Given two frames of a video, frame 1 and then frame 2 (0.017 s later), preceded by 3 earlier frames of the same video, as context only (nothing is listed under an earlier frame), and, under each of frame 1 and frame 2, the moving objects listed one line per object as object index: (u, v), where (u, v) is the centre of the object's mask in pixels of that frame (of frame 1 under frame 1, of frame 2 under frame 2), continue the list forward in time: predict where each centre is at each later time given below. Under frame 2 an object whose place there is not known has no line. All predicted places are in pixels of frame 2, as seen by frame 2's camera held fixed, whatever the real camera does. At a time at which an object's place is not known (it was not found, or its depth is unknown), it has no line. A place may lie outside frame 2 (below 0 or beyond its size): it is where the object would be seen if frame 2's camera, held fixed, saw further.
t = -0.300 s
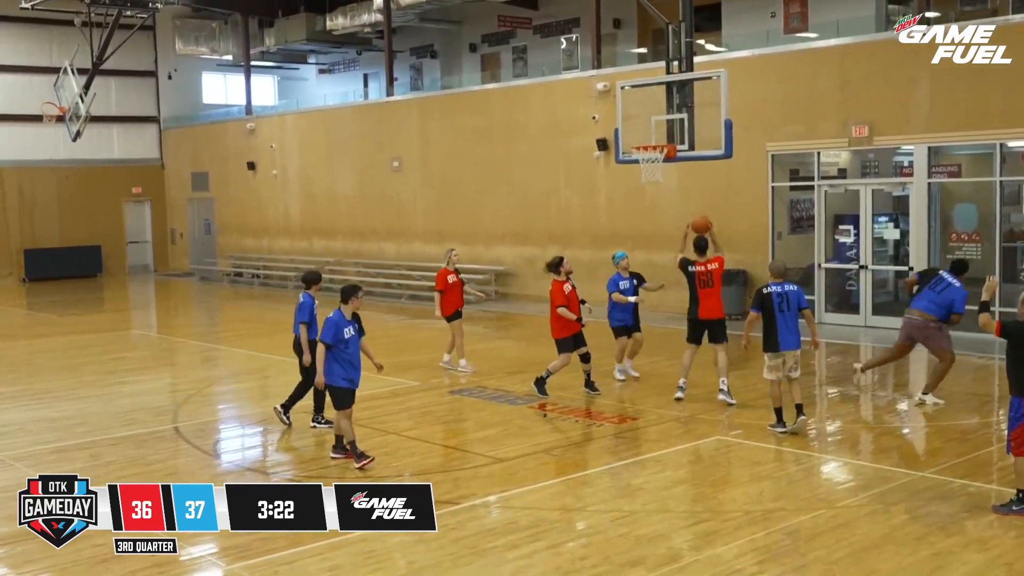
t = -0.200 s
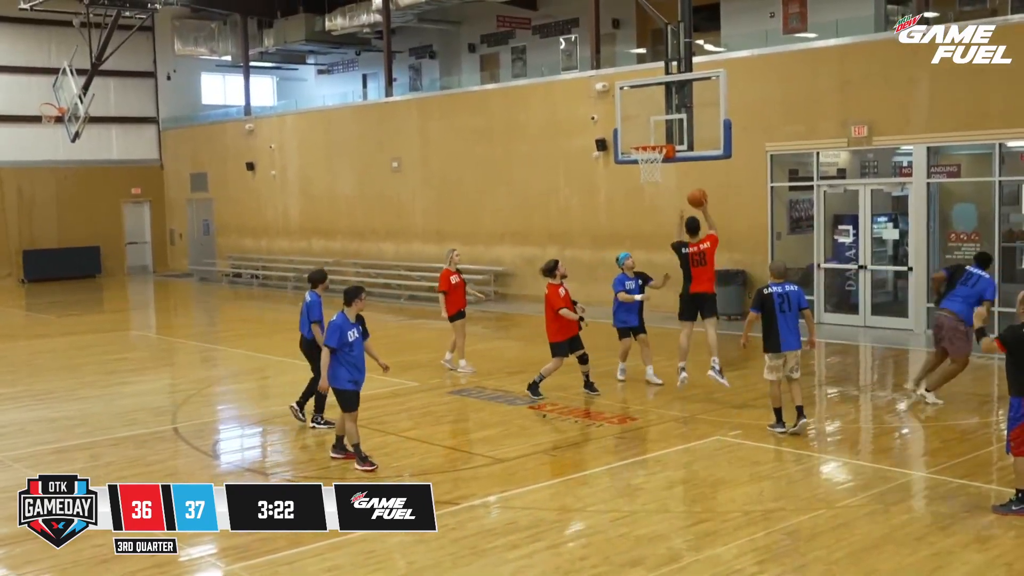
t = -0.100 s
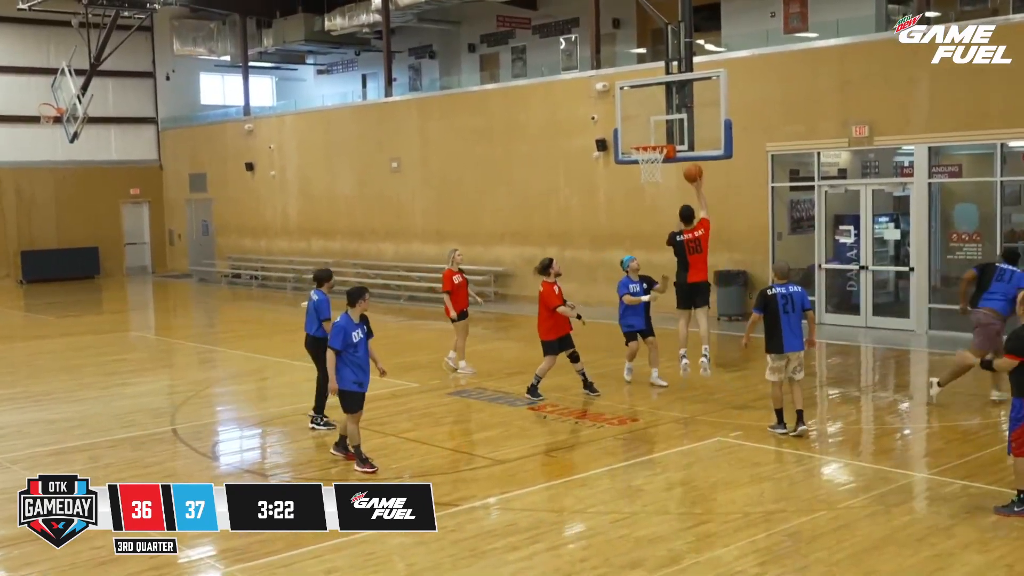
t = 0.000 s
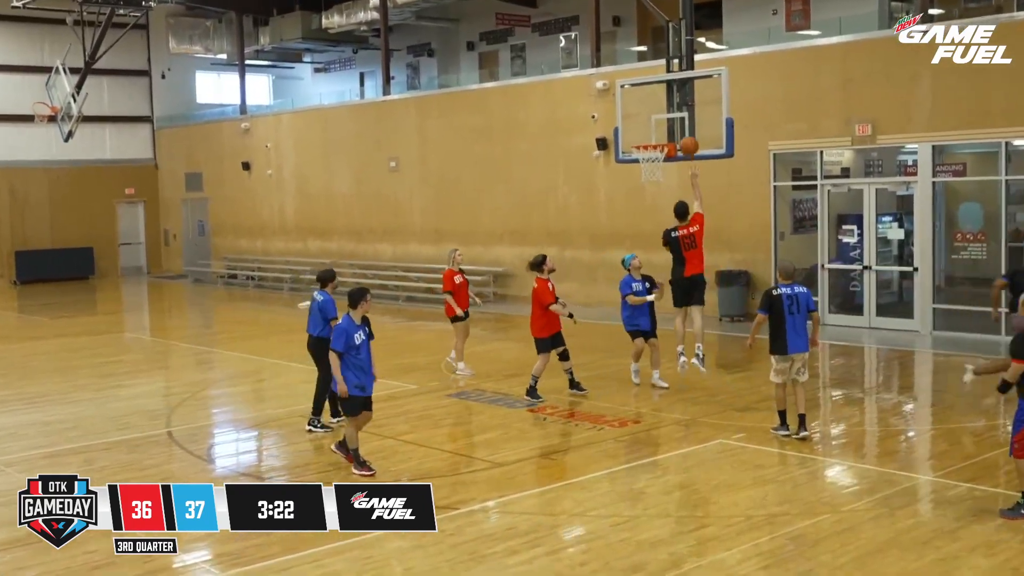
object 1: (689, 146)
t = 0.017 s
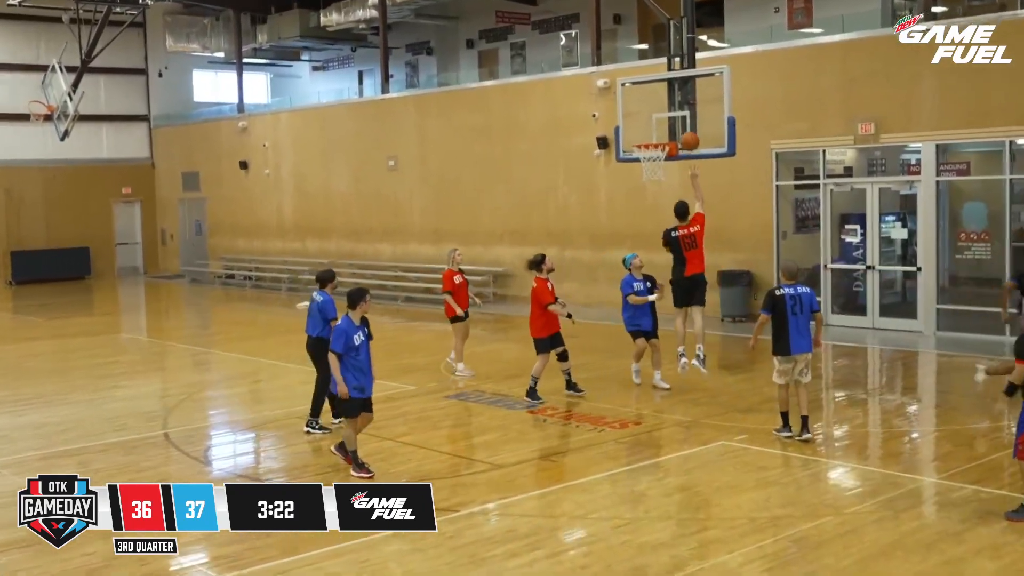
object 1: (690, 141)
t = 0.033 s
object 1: (689, 139)
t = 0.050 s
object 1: (687, 135)
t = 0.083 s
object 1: (686, 131)
